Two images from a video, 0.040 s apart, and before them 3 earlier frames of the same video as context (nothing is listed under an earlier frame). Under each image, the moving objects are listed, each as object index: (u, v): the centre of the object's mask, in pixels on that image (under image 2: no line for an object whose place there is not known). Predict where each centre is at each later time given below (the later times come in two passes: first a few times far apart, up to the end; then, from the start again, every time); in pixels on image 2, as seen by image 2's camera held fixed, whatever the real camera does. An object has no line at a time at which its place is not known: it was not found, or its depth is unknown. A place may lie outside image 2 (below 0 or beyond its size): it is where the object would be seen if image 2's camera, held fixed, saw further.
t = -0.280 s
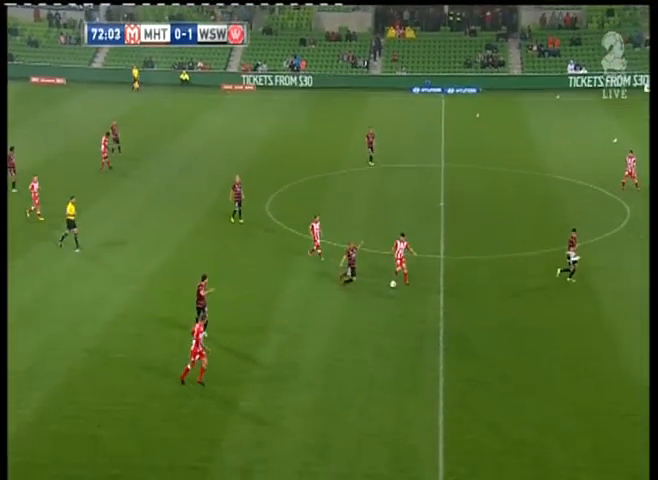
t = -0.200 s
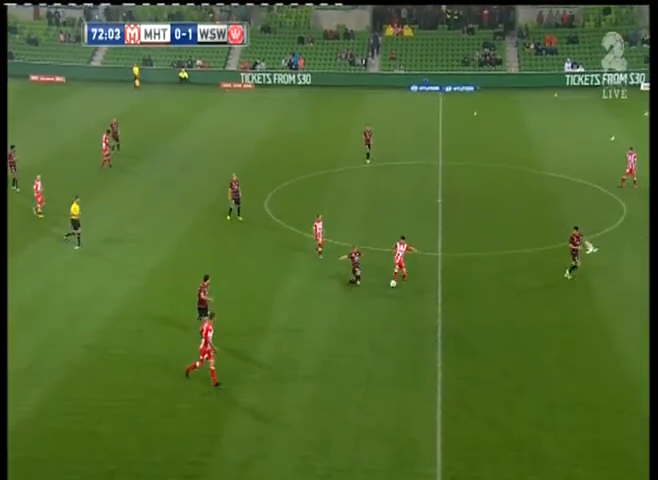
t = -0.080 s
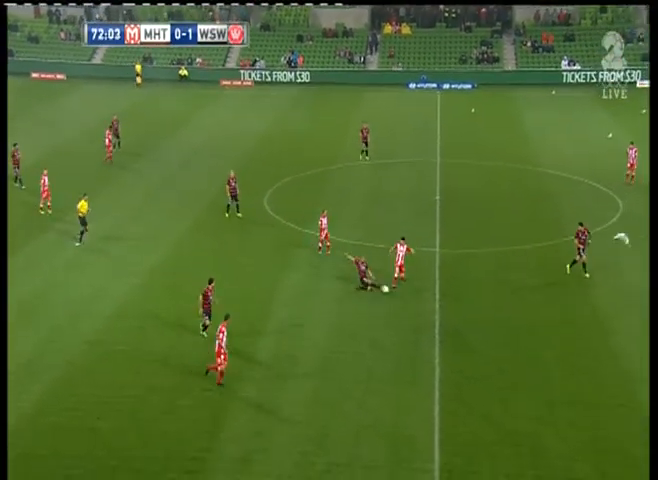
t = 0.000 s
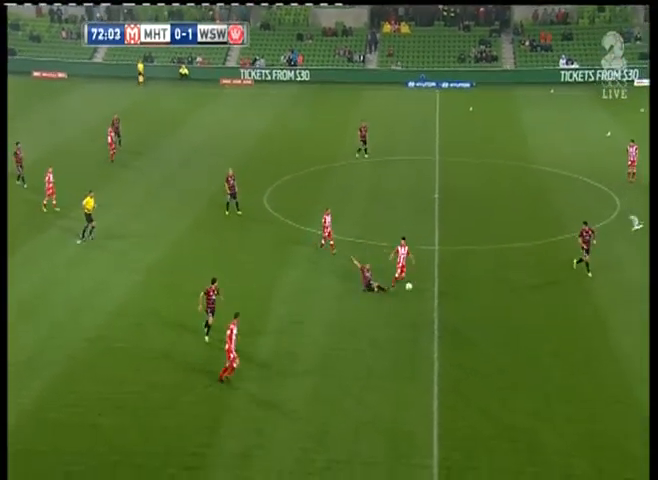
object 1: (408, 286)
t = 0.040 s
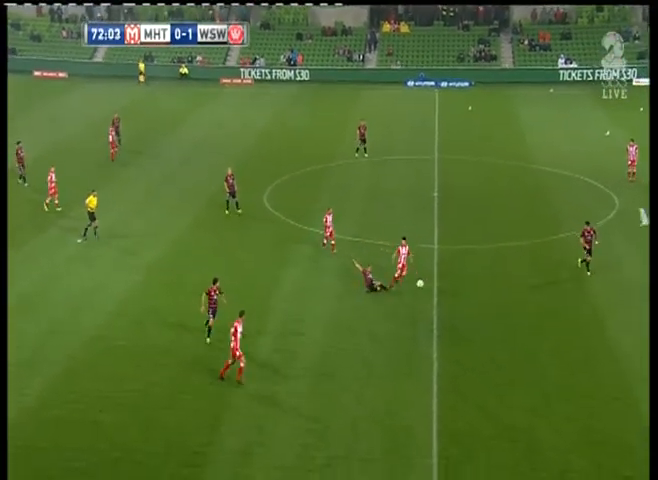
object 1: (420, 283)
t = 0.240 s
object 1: (479, 284)
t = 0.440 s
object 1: (539, 301)
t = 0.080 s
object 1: (432, 282)
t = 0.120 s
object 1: (444, 282)
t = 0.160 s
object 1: (455, 282)
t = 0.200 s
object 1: (467, 283)
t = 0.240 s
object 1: (479, 284)
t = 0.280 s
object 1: (491, 286)
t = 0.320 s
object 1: (503, 289)
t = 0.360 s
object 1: (515, 292)
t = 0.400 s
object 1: (527, 296)
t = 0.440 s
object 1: (539, 301)
